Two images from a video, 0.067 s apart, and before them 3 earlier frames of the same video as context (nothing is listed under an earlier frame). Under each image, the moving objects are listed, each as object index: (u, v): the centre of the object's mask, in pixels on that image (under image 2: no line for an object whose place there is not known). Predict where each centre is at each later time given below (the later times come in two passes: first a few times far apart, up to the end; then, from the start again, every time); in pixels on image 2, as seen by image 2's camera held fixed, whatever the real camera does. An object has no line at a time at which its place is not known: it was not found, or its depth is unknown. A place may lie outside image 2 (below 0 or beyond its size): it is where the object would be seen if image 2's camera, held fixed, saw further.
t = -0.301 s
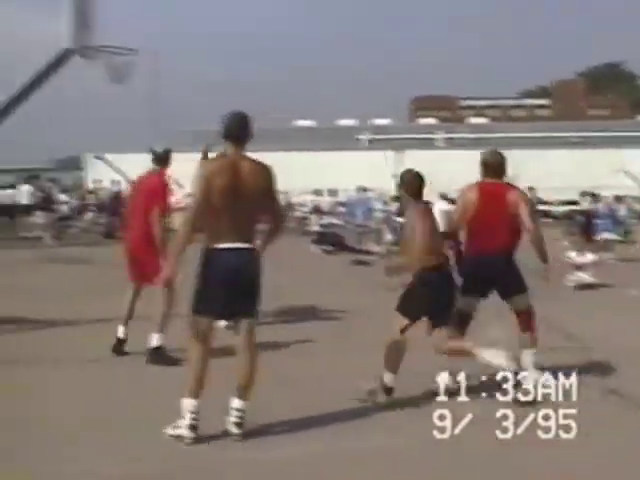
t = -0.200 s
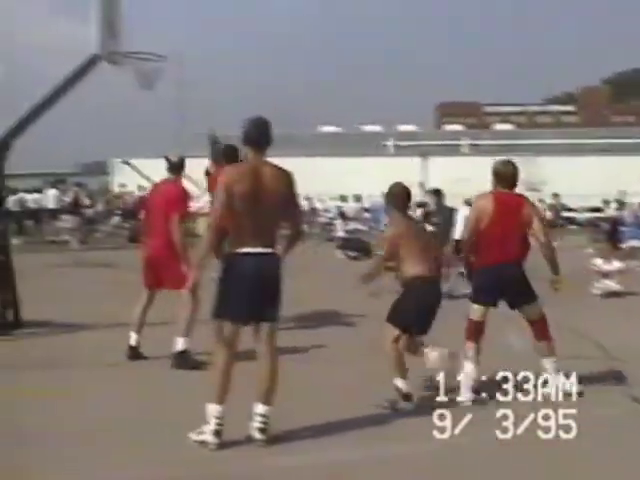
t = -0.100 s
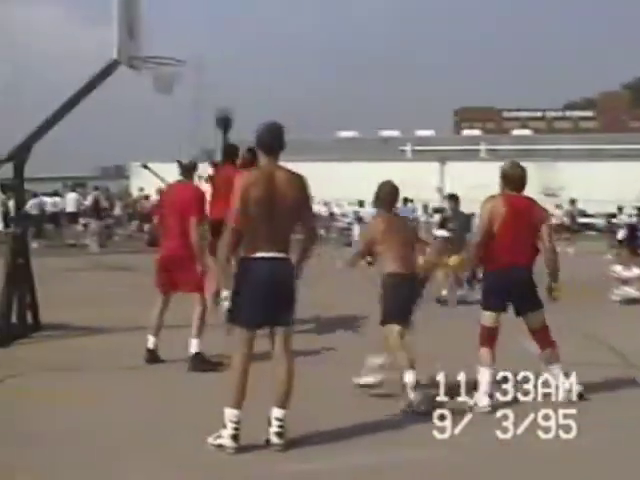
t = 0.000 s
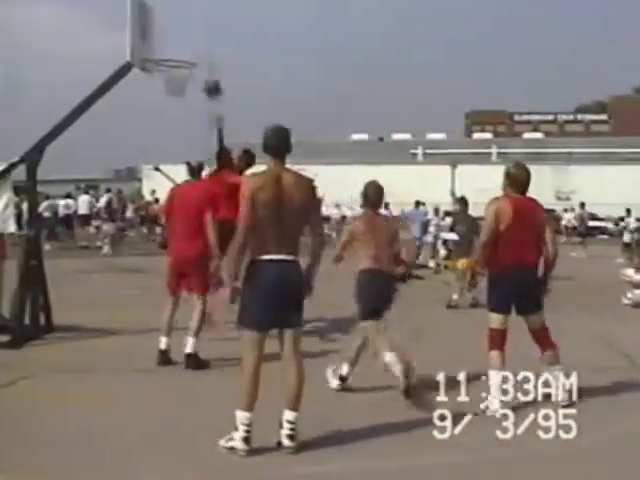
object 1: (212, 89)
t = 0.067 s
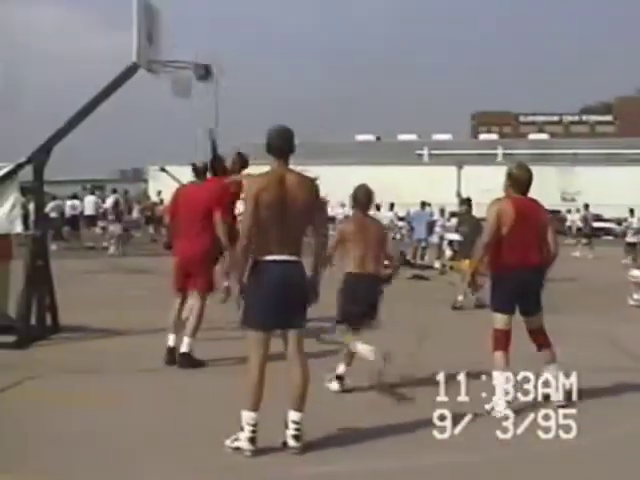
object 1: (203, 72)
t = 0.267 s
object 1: (172, 39)
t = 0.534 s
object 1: (195, 55)
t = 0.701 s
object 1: (209, 76)
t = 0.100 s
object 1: (194, 61)
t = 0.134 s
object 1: (185, 55)
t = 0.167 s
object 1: (177, 48)
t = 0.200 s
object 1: (170, 43)
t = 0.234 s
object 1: (169, 40)
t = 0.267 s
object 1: (172, 39)
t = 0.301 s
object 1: (174, 38)
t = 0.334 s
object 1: (177, 38)
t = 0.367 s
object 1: (180, 39)
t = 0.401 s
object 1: (183, 40)
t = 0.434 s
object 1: (186, 44)
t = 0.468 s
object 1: (189, 48)
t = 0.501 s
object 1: (193, 53)
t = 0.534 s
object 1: (195, 55)
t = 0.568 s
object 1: (198, 56)
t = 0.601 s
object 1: (201, 59)
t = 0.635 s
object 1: (203, 63)
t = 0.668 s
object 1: (206, 69)
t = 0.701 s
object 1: (209, 76)
